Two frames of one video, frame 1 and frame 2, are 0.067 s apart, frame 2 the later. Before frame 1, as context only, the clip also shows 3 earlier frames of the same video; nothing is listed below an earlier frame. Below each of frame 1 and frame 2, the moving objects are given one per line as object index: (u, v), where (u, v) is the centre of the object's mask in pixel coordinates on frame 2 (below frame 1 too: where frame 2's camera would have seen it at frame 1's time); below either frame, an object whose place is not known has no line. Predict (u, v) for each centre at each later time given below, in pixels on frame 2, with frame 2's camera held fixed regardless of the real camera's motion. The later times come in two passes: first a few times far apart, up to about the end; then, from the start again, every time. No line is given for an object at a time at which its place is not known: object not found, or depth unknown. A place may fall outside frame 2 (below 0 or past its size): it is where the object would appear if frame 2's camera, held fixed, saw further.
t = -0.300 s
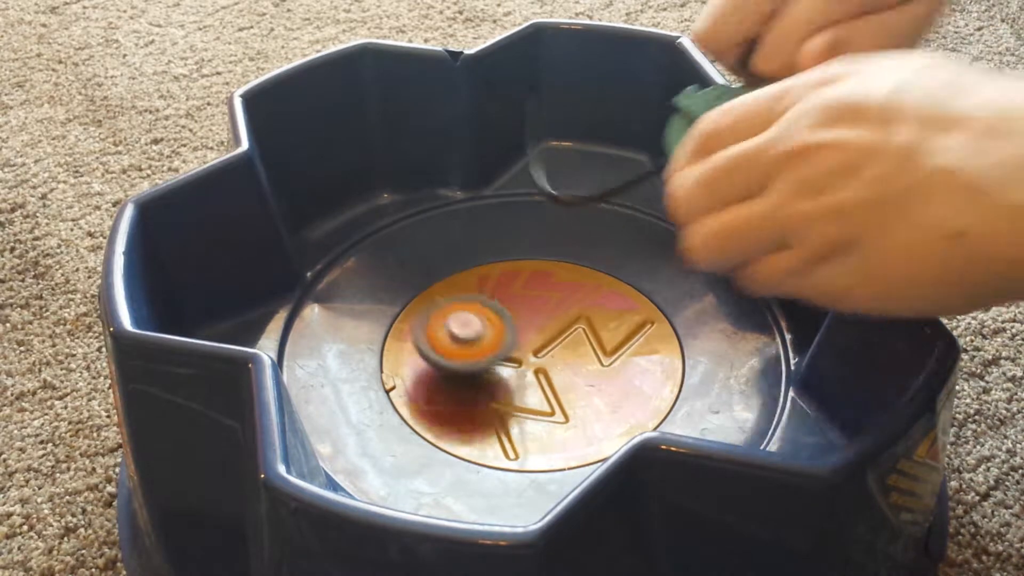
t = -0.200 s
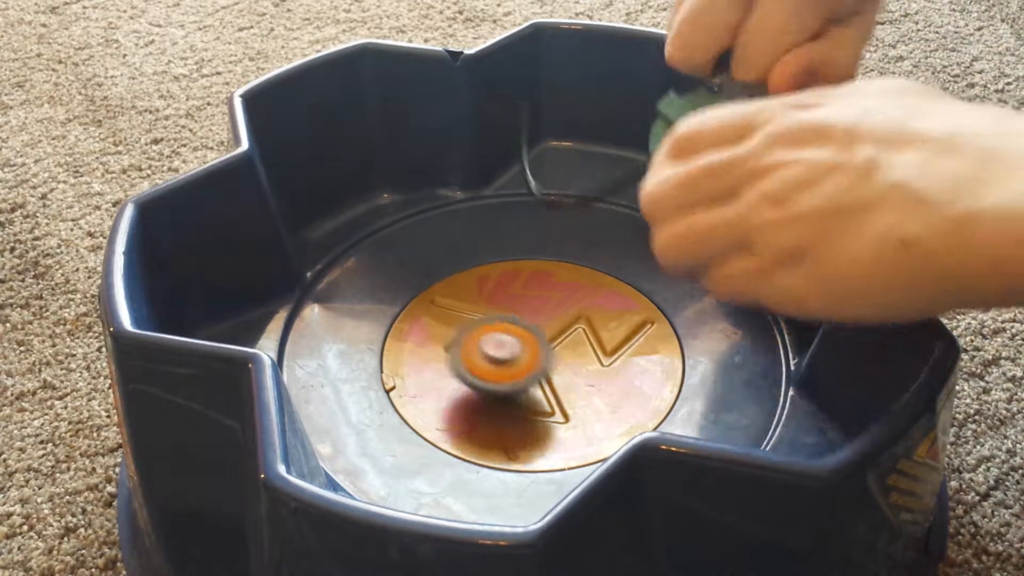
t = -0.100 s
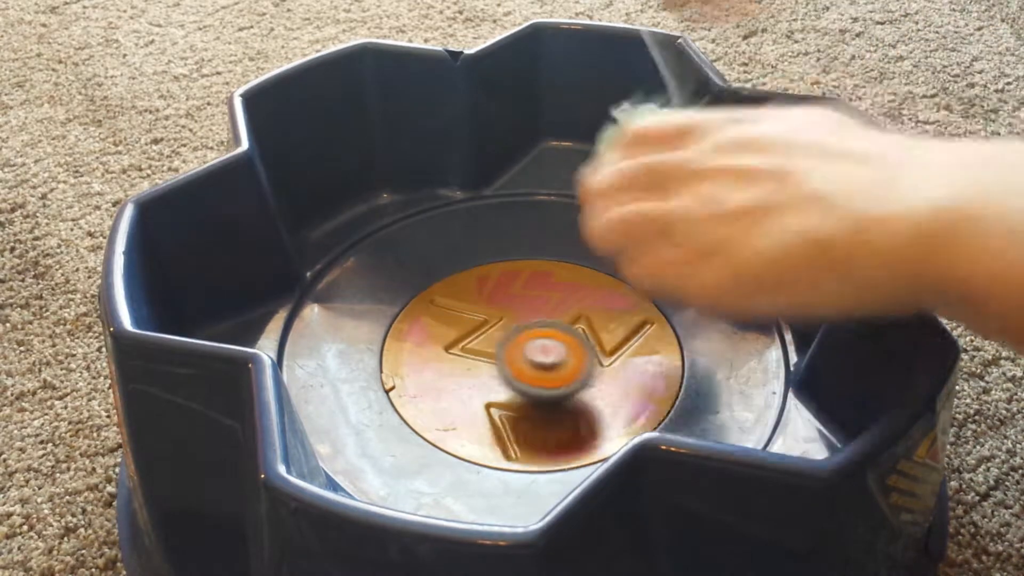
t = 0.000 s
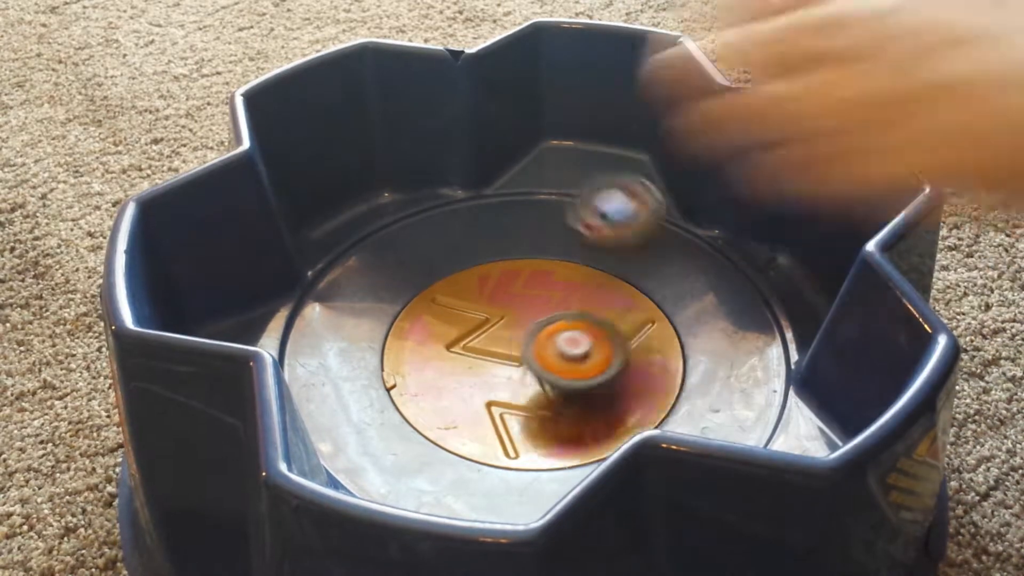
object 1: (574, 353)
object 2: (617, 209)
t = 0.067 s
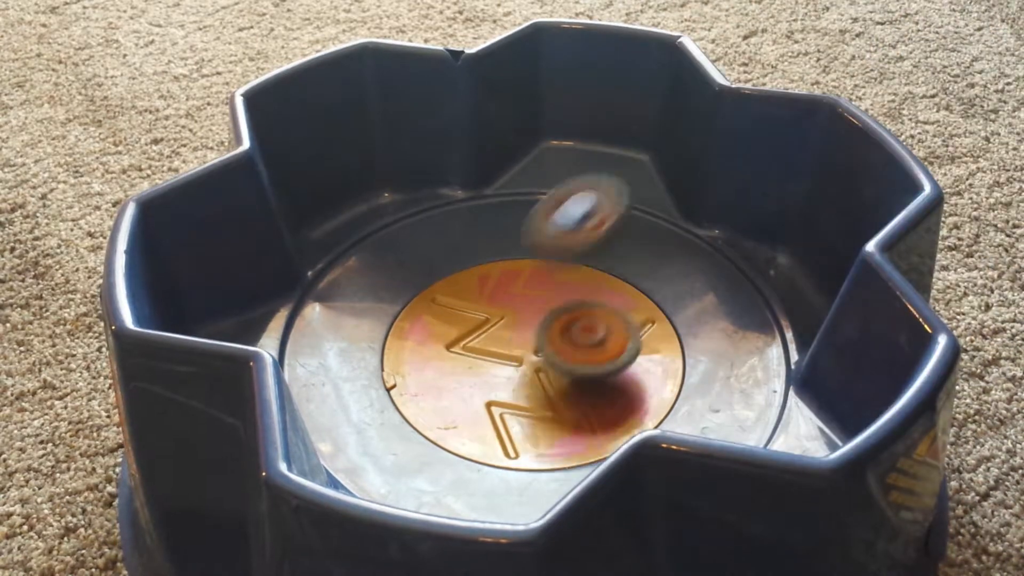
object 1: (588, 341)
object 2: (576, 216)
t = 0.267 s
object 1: (599, 320)
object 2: (389, 267)
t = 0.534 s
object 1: (511, 295)
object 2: (370, 405)
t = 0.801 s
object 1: (453, 327)
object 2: (743, 369)
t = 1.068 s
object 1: (494, 369)
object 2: (567, 233)
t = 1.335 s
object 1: (542, 329)
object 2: (309, 373)
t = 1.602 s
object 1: (560, 302)
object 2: (591, 385)
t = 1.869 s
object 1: (478, 245)
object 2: (617, 250)
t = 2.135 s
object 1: (330, 331)
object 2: (501, 235)
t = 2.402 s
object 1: (418, 473)
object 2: (536, 368)
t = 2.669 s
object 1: (598, 439)
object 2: (679, 262)
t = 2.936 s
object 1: (671, 322)
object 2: (492, 231)
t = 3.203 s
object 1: (548, 250)
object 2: (516, 417)
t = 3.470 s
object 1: (406, 285)
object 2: (720, 344)
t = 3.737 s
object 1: (447, 377)
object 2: (470, 273)
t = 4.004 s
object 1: (562, 378)
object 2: (354, 406)
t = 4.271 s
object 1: (600, 274)
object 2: (570, 404)
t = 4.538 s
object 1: (518, 182)
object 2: (545, 304)
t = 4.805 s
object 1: (480, 231)
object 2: (415, 302)
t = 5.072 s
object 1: (494, 313)
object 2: (458, 418)
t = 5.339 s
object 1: (547, 296)
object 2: (745, 365)
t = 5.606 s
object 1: (522, 301)
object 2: (577, 236)
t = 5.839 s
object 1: (562, 330)
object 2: (340, 274)
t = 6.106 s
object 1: (600, 327)
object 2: (424, 459)
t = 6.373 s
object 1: (598, 322)
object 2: (720, 396)
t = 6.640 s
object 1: (599, 322)
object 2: (645, 228)
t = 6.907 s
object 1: (596, 317)
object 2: (380, 242)
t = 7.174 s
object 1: (598, 320)
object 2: (358, 415)
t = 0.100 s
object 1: (593, 334)
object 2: (557, 242)
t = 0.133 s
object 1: (603, 330)
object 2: (520, 269)
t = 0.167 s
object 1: (612, 333)
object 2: (485, 267)
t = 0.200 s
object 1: (613, 328)
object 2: (447, 271)
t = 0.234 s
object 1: (608, 324)
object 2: (415, 267)
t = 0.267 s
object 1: (599, 320)
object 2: (389, 267)
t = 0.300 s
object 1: (593, 319)
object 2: (359, 274)
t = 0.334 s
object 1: (588, 317)
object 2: (334, 286)
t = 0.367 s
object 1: (575, 311)
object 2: (313, 304)
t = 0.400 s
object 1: (563, 306)
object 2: (297, 327)
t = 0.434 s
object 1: (553, 302)
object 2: (300, 350)
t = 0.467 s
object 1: (541, 300)
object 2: (307, 374)
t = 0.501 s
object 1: (528, 300)
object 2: (326, 400)
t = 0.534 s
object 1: (511, 295)
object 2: (370, 405)
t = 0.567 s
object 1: (494, 294)
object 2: (420, 407)
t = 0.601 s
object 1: (483, 296)
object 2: (473, 409)
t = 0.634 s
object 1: (475, 302)
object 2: (522, 416)
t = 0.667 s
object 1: (469, 311)
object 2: (578, 420)
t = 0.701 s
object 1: (460, 317)
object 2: (625, 405)
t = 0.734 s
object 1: (452, 319)
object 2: (677, 397)
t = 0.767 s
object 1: (450, 322)
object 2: (717, 387)
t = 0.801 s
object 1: (453, 327)
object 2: (743, 369)
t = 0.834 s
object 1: (454, 332)
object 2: (747, 342)
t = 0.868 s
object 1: (454, 338)
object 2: (736, 317)
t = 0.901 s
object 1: (456, 346)
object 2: (723, 295)
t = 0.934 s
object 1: (458, 353)
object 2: (702, 273)
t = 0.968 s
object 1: (466, 359)
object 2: (674, 256)
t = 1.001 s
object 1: (474, 363)
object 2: (644, 243)
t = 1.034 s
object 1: (485, 367)
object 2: (607, 234)
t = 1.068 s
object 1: (494, 369)
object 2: (567, 233)
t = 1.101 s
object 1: (505, 368)
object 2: (530, 233)
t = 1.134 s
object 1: (516, 366)
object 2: (482, 239)
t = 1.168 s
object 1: (526, 362)
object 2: (429, 245)
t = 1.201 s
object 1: (535, 357)
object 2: (382, 265)
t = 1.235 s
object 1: (544, 352)
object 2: (350, 285)
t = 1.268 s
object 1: (548, 345)
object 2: (315, 318)
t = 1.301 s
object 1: (544, 337)
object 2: (300, 341)
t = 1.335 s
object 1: (542, 329)
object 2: (309, 373)
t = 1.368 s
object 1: (543, 323)
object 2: (321, 403)
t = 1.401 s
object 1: (547, 317)
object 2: (360, 391)
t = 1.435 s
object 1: (553, 317)
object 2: (407, 397)
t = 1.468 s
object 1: (555, 315)
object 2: (452, 396)
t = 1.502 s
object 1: (557, 313)
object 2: (507, 395)
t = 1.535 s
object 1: (559, 313)
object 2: (545, 389)
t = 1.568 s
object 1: (559, 310)
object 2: (563, 382)
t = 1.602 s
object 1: (560, 302)
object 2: (591, 385)
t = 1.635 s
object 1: (559, 286)
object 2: (622, 386)
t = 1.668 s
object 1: (554, 276)
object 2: (644, 380)
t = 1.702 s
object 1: (545, 267)
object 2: (661, 366)
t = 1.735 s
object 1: (533, 259)
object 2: (671, 346)
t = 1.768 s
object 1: (521, 253)
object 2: (671, 323)
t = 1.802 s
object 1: (507, 249)
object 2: (661, 295)
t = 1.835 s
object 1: (493, 247)
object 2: (643, 271)
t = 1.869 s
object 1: (478, 245)
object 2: (617, 250)
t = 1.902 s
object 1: (463, 247)
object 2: (586, 234)
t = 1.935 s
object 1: (451, 248)
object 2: (551, 219)
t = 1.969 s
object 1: (434, 254)
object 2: (517, 208)
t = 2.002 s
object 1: (397, 272)
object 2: (505, 192)
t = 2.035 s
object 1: (368, 287)
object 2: (507, 193)
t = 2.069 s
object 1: (347, 302)
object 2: (512, 205)
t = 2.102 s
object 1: (334, 318)
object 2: (510, 218)
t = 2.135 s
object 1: (330, 331)
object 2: (501, 235)
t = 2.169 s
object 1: (333, 345)
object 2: (488, 248)
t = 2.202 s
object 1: (342, 358)
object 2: (468, 267)
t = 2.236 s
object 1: (357, 372)
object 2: (450, 285)
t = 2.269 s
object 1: (375, 385)
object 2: (441, 310)
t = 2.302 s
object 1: (395, 398)
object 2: (444, 328)
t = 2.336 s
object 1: (402, 417)
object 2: (466, 344)
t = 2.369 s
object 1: (404, 455)
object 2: (499, 357)
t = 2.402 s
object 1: (418, 473)
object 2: (536, 368)
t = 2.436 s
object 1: (438, 484)
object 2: (569, 371)
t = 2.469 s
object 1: (459, 490)
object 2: (600, 369)
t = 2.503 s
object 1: (488, 492)
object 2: (630, 362)
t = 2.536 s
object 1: (516, 487)
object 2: (657, 348)
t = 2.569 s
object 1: (540, 480)
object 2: (676, 327)
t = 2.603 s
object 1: (560, 468)
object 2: (683, 304)
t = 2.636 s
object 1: (579, 454)
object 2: (682, 283)
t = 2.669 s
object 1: (598, 439)
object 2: (679, 262)
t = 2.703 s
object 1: (623, 425)
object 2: (670, 244)
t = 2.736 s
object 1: (645, 413)
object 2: (654, 233)
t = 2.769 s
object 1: (664, 404)
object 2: (632, 223)
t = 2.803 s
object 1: (676, 394)
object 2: (605, 218)
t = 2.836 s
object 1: (682, 376)
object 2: (578, 214)
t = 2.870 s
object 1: (683, 358)
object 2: (551, 215)
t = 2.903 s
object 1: (679, 339)
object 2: (520, 222)
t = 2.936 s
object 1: (671, 322)
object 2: (492, 231)
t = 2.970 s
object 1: (663, 306)
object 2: (459, 250)
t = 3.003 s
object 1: (650, 292)
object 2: (433, 267)
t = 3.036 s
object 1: (636, 283)
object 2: (412, 292)
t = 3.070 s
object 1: (622, 276)
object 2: (397, 326)
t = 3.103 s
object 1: (605, 266)
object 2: (406, 350)
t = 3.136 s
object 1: (588, 259)
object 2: (440, 373)
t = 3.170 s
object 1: (569, 254)
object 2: (477, 401)
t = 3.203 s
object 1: (548, 250)
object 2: (516, 417)
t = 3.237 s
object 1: (529, 248)
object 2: (555, 426)
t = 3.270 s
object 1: (508, 247)
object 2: (597, 422)
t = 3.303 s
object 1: (489, 248)
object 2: (637, 410)
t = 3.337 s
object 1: (468, 251)
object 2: (685, 406)
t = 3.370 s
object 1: (449, 257)
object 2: (721, 397)
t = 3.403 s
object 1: (433, 265)
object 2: (747, 382)
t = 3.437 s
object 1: (417, 274)
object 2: (746, 365)
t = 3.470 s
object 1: (406, 285)
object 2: (720, 344)
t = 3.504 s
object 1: (396, 297)
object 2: (702, 329)
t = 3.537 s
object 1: (391, 311)
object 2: (682, 309)
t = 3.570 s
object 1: (389, 325)
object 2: (658, 293)
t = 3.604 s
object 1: (391, 341)
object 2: (625, 277)
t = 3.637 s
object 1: (403, 353)
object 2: (590, 269)
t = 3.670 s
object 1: (417, 361)
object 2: (552, 265)
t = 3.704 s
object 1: (431, 369)
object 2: (513, 265)
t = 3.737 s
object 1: (447, 377)
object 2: (470, 273)
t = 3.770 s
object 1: (461, 384)
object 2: (425, 280)
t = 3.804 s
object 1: (483, 388)
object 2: (396, 289)
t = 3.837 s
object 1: (500, 391)
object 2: (362, 305)
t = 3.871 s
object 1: (510, 390)
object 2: (331, 333)
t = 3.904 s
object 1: (523, 388)
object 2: (318, 356)
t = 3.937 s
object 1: (538, 385)
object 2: (316, 377)
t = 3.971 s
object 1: (552, 381)
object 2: (322, 399)
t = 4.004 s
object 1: (562, 378)
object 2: (354, 406)
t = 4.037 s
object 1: (566, 372)
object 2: (393, 402)
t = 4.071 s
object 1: (572, 364)
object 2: (431, 402)
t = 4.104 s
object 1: (579, 356)
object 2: (465, 405)
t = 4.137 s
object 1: (586, 345)
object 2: (504, 405)
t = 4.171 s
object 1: (590, 336)
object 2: (533, 402)
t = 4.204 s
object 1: (593, 325)
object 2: (557, 393)
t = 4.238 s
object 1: (601, 304)
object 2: (564, 396)
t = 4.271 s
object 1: (600, 274)
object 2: (570, 404)
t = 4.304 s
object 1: (598, 251)
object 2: (579, 402)
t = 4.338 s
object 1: (591, 230)
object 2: (590, 396)
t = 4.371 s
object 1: (582, 216)
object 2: (598, 384)
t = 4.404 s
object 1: (572, 206)
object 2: (602, 367)
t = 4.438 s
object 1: (560, 198)
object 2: (597, 348)
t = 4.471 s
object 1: (546, 191)
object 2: (585, 333)
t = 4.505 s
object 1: (530, 185)
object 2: (568, 319)
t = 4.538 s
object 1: (518, 182)
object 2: (545, 304)
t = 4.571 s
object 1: (517, 185)
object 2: (525, 299)
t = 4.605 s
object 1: (516, 193)
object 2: (499, 291)
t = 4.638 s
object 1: (514, 200)
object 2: (474, 286)
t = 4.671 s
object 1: (509, 207)
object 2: (460, 283)
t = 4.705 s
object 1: (502, 213)
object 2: (451, 282)
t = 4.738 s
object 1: (495, 218)
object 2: (441, 286)
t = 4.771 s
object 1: (488, 224)
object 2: (428, 293)
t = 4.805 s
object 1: (480, 231)
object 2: (415, 302)
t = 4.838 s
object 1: (474, 241)
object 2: (398, 319)
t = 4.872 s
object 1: (469, 250)
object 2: (384, 339)
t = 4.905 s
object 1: (465, 263)
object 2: (381, 354)
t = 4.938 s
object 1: (464, 276)
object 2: (378, 369)
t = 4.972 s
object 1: (467, 288)
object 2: (383, 383)
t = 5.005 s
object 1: (476, 299)
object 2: (402, 399)
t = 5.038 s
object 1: (485, 306)
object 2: (425, 413)
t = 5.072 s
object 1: (494, 313)
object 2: (458, 418)
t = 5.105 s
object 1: (505, 321)
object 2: (495, 420)
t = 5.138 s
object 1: (516, 328)
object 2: (531, 419)
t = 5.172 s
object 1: (530, 334)
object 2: (558, 414)
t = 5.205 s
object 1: (543, 335)
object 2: (591, 402)
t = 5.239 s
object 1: (553, 333)
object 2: (623, 391)
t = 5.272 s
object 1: (555, 326)
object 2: (667, 377)
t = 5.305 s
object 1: (550, 308)
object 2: (711, 372)
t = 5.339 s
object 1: (547, 296)
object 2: (745, 365)
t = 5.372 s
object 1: (545, 290)
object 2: (739, 349)
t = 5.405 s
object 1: (543, 288)
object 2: (723, 337)
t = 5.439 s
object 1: (538, 286)
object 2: (705, 316)
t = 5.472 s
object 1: (534, 287)
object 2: (689, 299)
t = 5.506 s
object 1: (530, 288)
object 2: (667, 276)
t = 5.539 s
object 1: (526, 291)
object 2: (643, 258)
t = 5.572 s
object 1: (524, 296)
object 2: (613, 246)
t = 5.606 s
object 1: (522, 301)
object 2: (577, 236)
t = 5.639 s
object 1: (522, 307)
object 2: (541, 231)
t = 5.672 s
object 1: (524, 313)
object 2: (504, 229)
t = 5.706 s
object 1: (528, 318)
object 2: (466, 229)
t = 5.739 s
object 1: (534, 325)
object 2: (428, 235)
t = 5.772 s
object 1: (543, 328)
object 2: (393, 245)
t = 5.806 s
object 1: (552, 330)
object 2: (366, 257)
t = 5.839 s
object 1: (562, 330)
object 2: (340, 274)
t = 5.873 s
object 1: (570, 332)
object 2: (329, 294)
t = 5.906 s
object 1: (579, 330)
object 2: (322, 321)
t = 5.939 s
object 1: (586, 328)
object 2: (323, 345)
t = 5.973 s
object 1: (594, 326)
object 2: (331, 369)
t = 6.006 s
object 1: (602, 326)
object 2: (344, 393)
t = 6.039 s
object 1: (603, 326)
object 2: (362, 419)
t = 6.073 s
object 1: (599, 326)
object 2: (391, 443)
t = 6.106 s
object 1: (600, 327)
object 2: (424, 459)
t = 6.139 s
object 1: (605, 328)
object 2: (464, 472)
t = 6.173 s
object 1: (603, 329)
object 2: (507, 477)
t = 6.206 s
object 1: (602, 328)
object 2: (548, 468)
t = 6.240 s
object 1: (601, 328)
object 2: (586, 449)
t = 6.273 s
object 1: (600, 327)
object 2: (617, 428)
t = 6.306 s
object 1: (599, 325)
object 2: (657, 416)
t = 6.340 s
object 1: (599, 323)
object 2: (691, 408)
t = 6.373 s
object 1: (598, 322)
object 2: (720, 396)
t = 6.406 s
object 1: (597, 321)
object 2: (734, 371)
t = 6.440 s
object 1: (597, 321)
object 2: (737, 343)
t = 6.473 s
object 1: (597, 321)
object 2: (737, 318)
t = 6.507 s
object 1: (598, 321)
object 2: (731, 295)
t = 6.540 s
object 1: (598, 322)
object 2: (719, 271)
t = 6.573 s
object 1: (597, 321)
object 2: (703, 250)
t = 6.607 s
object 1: (598, 321)
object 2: (681, 233)
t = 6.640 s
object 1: (599, 322)
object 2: (645, 228)
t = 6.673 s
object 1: (597, 320)
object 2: (611, 220)
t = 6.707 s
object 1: (598, 320)
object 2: (579, 213)
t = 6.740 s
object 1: (595, 317)
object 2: (547, 211)
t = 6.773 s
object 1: (595, 316)
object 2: (511, 211)
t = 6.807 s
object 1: (594, 314)
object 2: (477, 213)
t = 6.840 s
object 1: (594, 314)
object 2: (444, 219)
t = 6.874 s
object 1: (595, 315)
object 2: (408, 233)
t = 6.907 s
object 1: (596, 317)
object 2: (380, 242)
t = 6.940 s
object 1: (596, 317)
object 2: (353, 264)
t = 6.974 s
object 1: (597, 318)
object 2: (332, 284)
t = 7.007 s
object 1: (596, 318)
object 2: (321, 305)
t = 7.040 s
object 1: (597, 319)
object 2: (313, 327)
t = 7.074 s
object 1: (598, 319)
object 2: (316, 351)
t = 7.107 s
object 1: (598, 320)
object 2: (324, 376)
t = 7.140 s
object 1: (598, 320)
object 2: (337, 403)
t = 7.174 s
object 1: (598, 320)
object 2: (358, 415)
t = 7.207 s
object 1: (597, 320)
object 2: (395, 421)
